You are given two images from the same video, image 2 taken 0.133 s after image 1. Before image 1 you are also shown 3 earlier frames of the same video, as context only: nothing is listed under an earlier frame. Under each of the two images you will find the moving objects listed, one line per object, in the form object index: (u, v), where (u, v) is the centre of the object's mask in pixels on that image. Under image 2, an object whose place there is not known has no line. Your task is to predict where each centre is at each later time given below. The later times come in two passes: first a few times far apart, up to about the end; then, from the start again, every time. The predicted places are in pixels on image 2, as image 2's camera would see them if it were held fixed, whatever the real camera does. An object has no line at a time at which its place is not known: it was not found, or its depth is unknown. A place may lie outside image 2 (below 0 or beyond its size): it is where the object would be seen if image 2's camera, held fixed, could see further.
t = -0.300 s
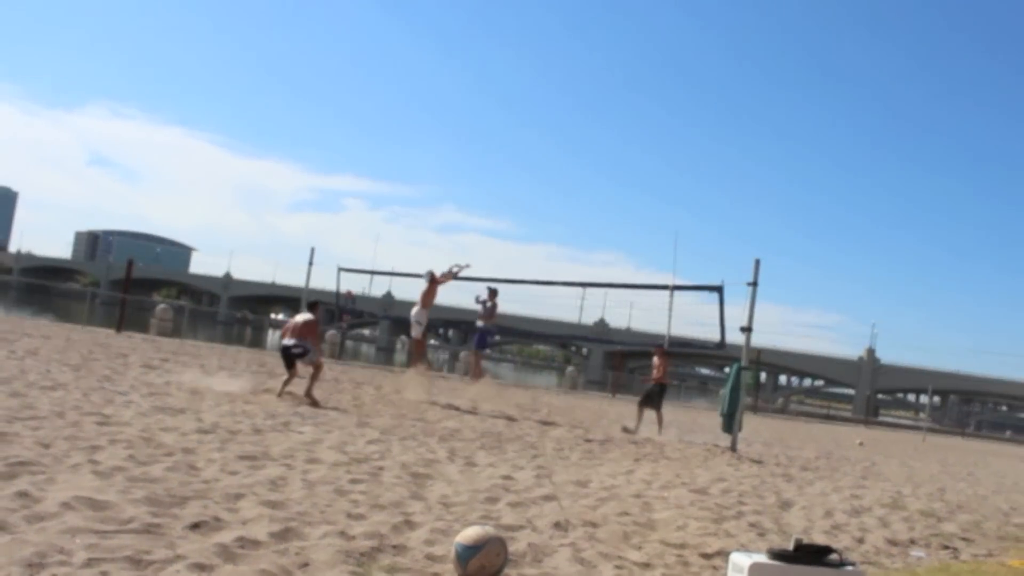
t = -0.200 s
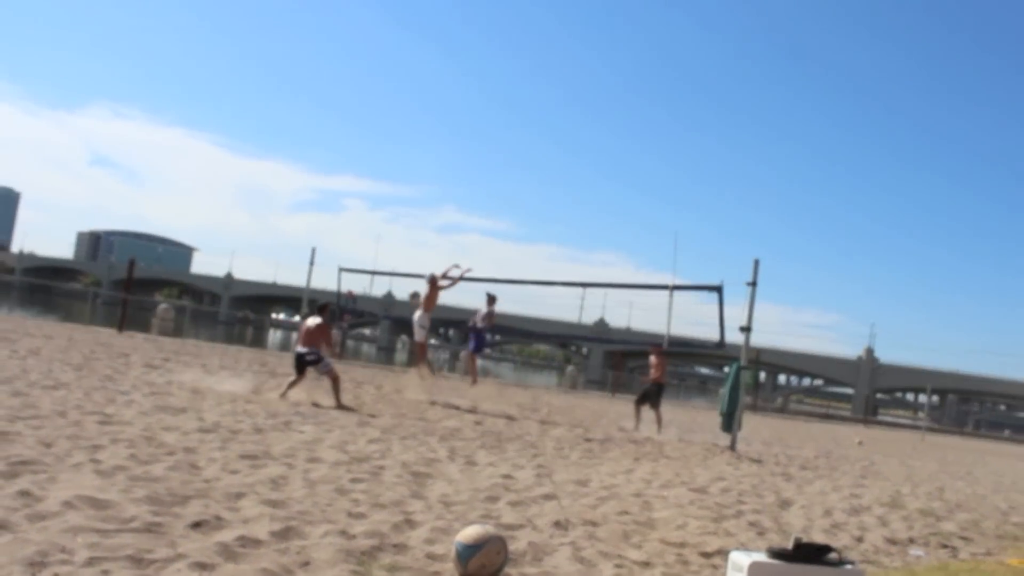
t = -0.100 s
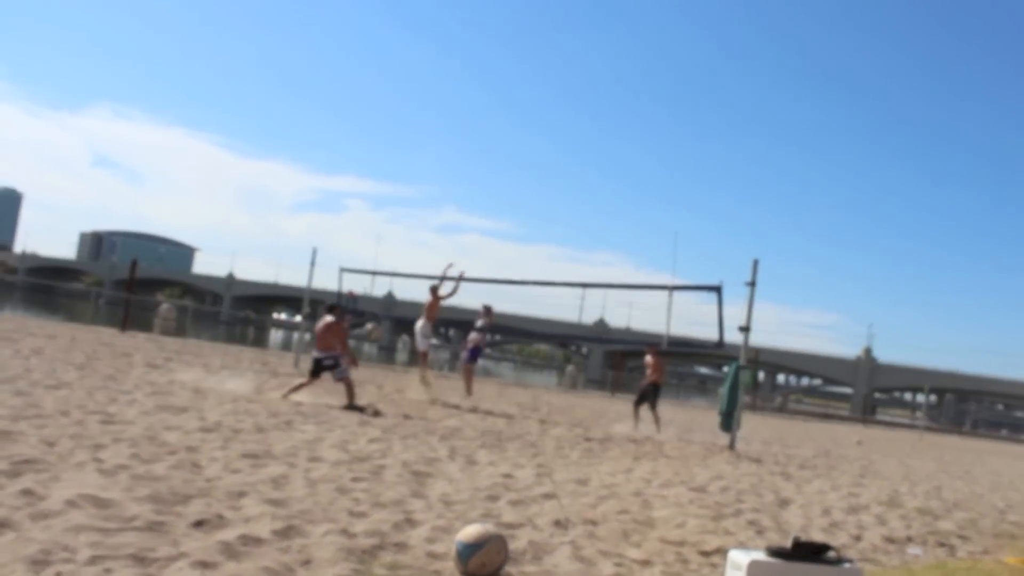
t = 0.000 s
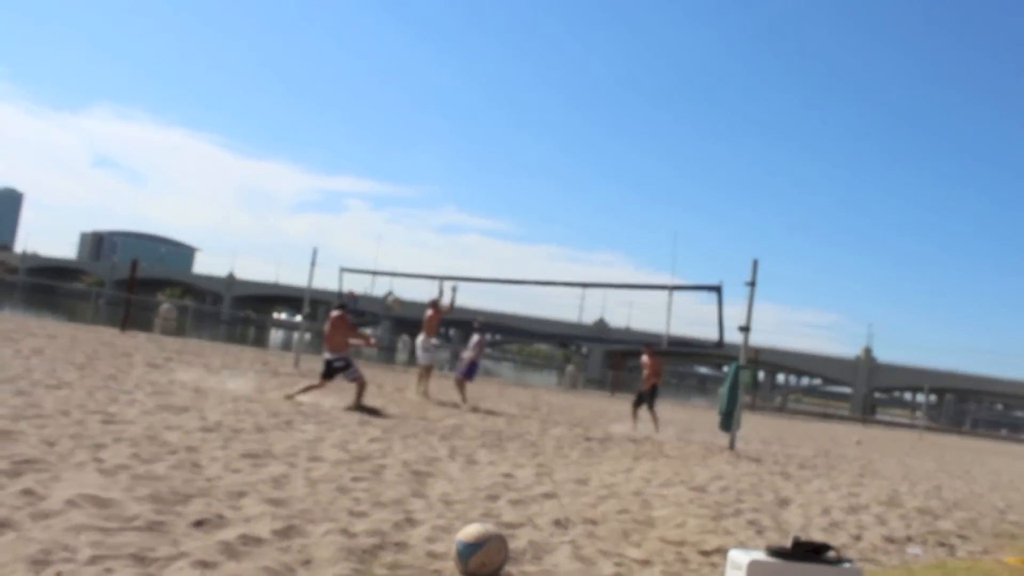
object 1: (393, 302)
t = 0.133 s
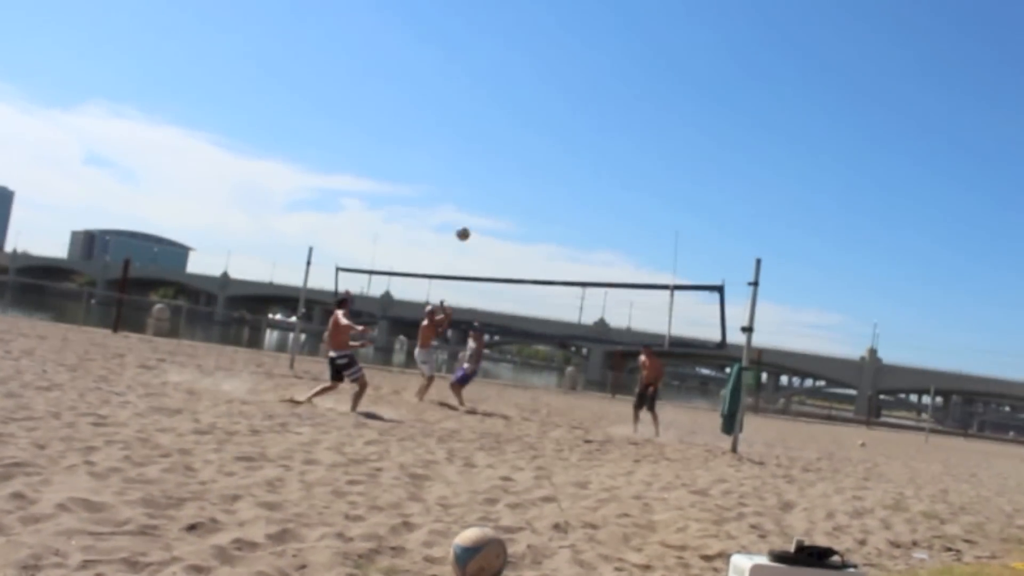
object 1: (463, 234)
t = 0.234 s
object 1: (511, 194)
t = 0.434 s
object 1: (594, 139)
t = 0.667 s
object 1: (672, 110)
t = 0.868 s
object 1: (728, 110)
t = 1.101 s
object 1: (785, 135)
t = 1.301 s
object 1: (826, 176)
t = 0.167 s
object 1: (479, 220)
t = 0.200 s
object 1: (495, 206)
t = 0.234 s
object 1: (511, 194)
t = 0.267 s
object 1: (526, 183)
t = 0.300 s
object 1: (540, 172)
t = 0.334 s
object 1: (554, 163)
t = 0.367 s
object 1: (568, 154)
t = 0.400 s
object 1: (581, 146)
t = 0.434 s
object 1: (594, 139)
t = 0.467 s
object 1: (606, 133)
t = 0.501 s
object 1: (618, 127)
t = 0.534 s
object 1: (629, 122)
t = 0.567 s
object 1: (640, 118)
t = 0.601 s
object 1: (651, 115)
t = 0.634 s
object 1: (662, 112)
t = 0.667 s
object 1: (672, 110)
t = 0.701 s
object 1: (682, 108)
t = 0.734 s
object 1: (692, 108)
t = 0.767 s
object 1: (701, 108)
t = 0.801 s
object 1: (710, 108)
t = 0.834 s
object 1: (720, 109)
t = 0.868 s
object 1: (728, 110)
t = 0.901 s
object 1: (737, 113)
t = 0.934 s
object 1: (746, 115)
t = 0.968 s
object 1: (755, 118)
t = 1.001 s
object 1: (763, 122)
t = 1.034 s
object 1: (770, 126)
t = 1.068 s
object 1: (778, 130)
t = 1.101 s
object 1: (785, 135)
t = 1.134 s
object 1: (793, 141)
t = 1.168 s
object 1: (799, 147)
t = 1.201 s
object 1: (806, 154)
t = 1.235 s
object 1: (813, 161)
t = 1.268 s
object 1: (819, 168)
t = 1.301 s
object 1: (826, 176)
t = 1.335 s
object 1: (832, 185)
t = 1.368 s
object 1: (838, 194)
